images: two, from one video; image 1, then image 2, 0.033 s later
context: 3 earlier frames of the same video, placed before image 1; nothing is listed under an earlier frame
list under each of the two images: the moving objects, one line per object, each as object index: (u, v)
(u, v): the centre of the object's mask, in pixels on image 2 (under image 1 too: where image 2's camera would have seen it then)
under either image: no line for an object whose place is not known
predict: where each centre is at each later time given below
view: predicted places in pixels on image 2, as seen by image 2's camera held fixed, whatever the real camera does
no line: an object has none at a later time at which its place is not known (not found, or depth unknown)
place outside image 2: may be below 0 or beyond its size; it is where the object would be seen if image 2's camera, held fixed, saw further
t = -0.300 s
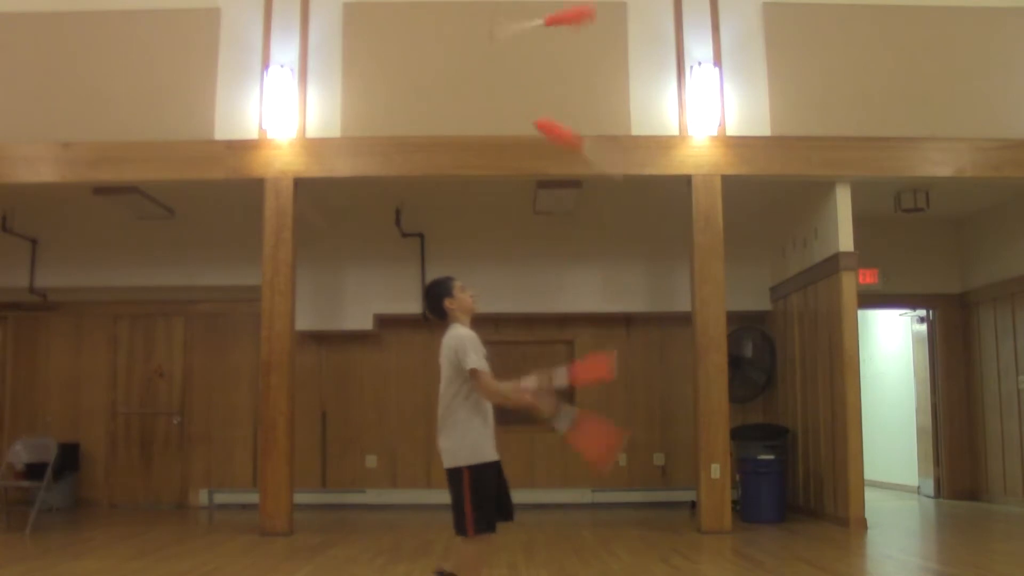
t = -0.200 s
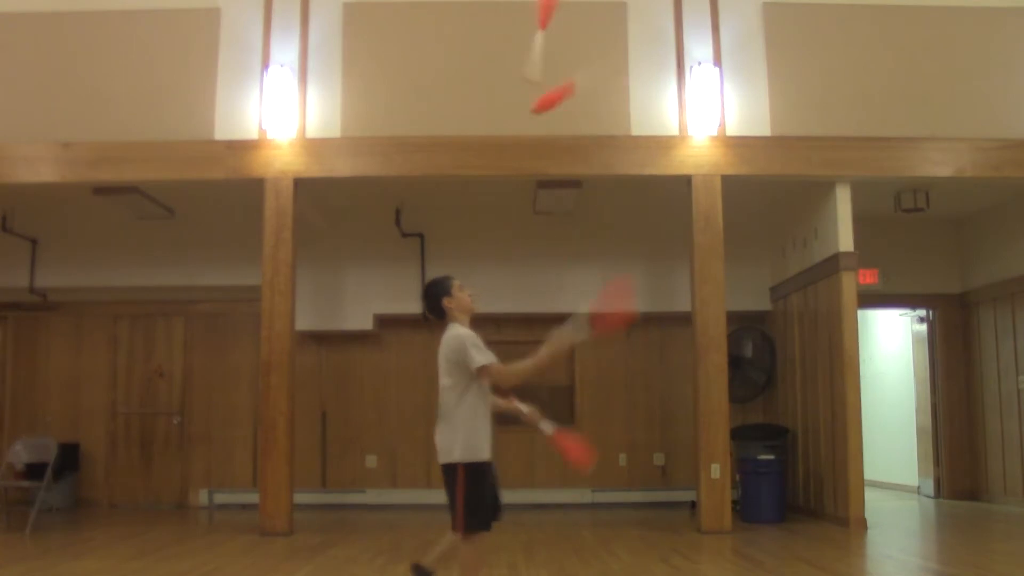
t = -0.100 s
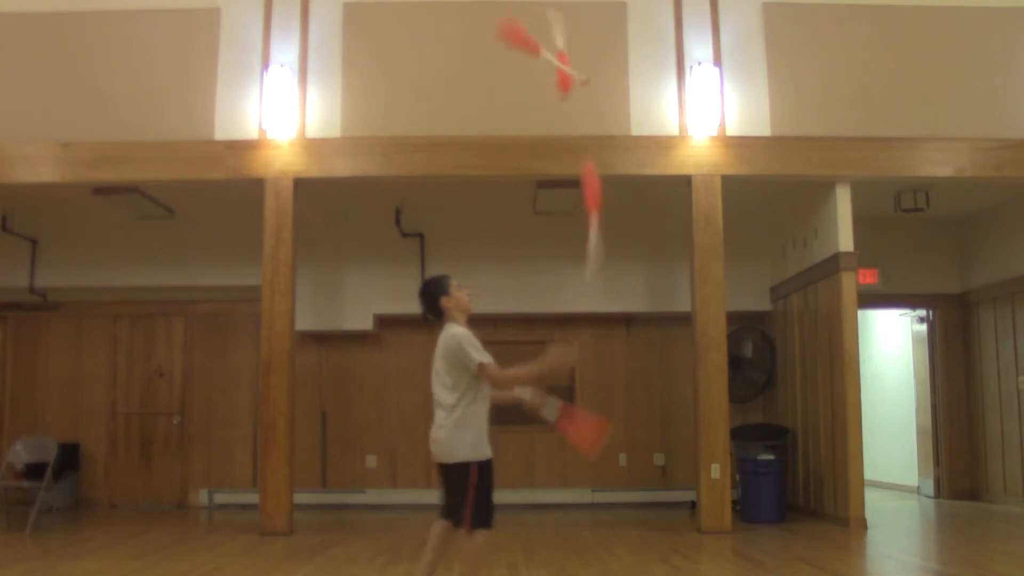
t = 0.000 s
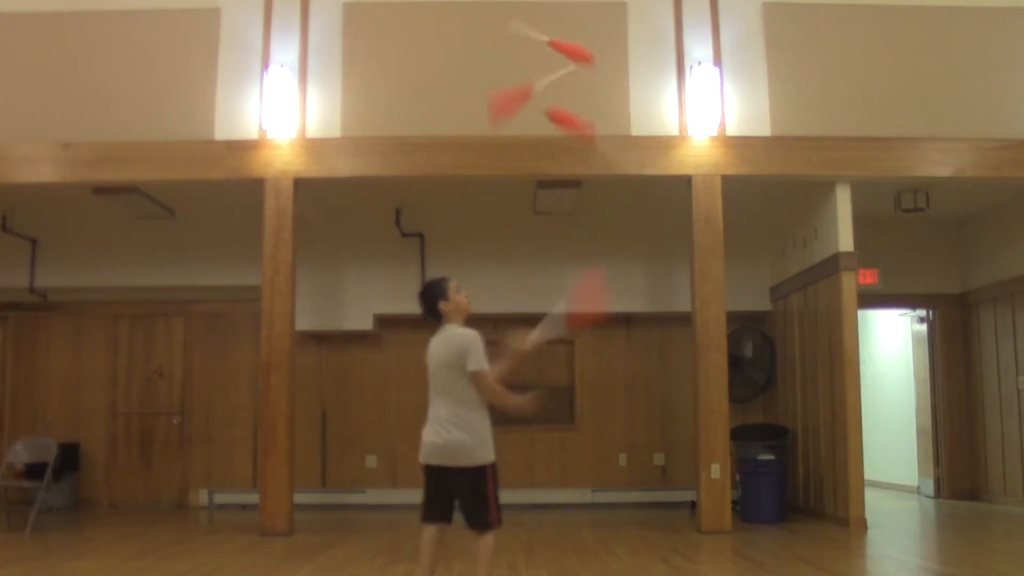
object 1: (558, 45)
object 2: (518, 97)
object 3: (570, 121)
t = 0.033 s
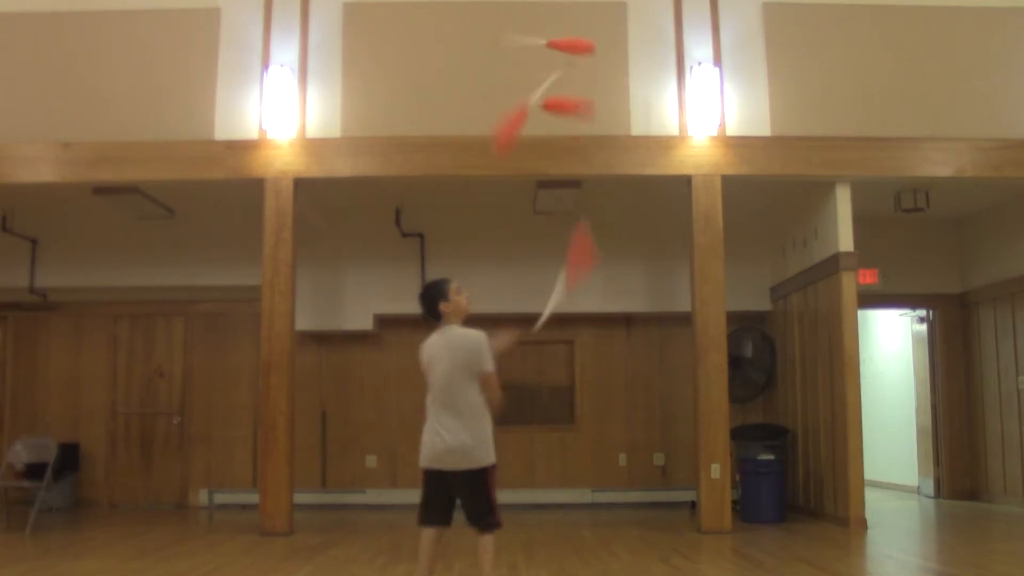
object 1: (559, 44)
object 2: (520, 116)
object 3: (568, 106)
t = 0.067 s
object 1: (547, 46)
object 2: (519, 141)
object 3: (567, 92)
